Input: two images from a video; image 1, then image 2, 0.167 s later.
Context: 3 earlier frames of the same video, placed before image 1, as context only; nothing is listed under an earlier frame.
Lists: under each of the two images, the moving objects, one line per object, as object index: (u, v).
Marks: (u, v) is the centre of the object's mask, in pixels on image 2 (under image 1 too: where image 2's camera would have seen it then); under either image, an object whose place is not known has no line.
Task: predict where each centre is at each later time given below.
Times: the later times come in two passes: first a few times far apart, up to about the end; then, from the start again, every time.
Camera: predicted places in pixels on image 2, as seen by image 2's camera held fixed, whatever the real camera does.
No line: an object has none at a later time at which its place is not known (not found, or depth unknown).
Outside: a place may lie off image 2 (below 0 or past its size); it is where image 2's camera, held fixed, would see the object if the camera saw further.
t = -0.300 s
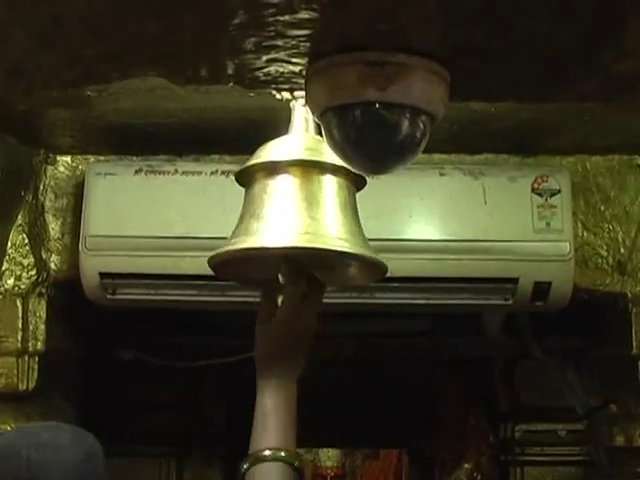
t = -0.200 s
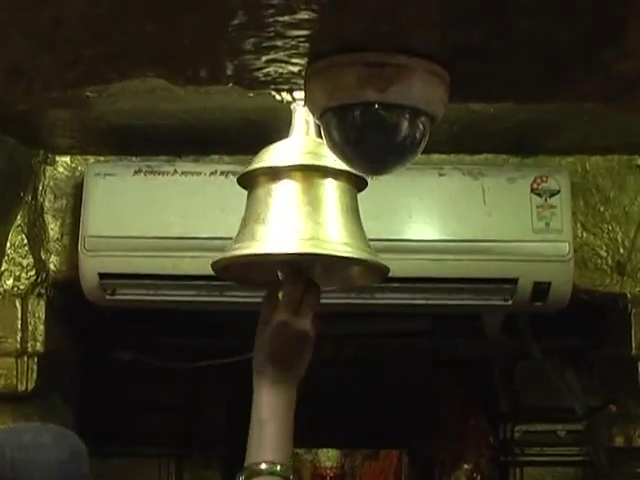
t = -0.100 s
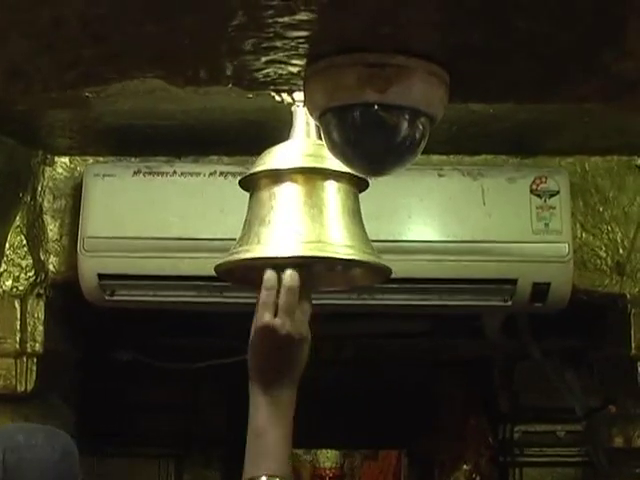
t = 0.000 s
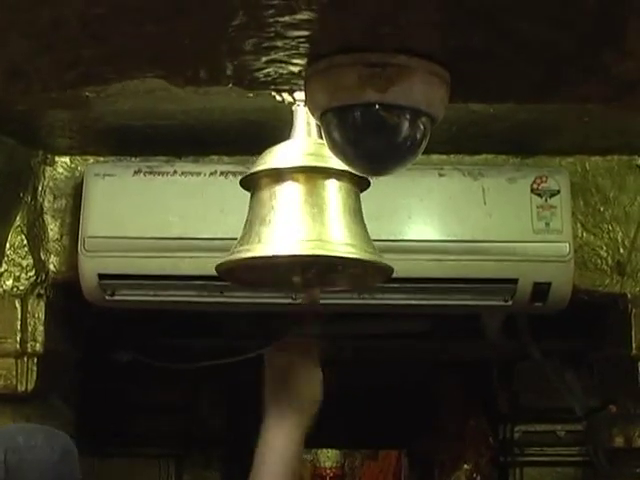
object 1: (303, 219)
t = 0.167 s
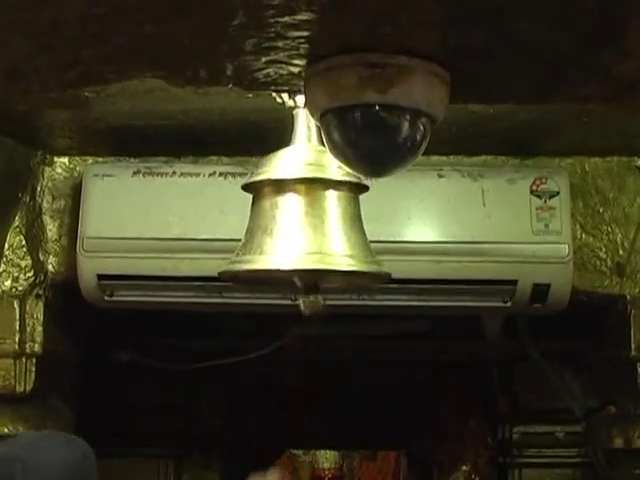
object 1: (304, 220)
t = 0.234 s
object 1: (304, 219)
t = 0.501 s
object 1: (298, 218)
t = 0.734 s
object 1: (297, 218)
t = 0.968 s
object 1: (303, 218)
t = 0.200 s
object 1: (304, 219)
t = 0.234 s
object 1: (304, 219)
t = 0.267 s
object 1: (305, 219)
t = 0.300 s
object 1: (305, 218)
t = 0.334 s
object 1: (303, 218)
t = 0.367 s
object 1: (302, 219)
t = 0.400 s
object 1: (301, 219)
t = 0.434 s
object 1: (300, 219)
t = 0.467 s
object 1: (298, 218)
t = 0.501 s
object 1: (298, 218)
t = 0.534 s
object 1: (296, 218)
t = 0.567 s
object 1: (294, 218)
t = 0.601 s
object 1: (294, 217)
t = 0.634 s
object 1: (294, 218)
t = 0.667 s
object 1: (294, 218)
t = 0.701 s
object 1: (295, 218)
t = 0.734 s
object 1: (297, 218)
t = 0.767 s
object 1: (298, 218)
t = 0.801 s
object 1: (299, 218)
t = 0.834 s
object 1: (300, 218)
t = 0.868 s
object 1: (301, 218)
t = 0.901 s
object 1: (302, 218)
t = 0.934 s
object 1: (302, 218)
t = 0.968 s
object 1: (303, 218)
